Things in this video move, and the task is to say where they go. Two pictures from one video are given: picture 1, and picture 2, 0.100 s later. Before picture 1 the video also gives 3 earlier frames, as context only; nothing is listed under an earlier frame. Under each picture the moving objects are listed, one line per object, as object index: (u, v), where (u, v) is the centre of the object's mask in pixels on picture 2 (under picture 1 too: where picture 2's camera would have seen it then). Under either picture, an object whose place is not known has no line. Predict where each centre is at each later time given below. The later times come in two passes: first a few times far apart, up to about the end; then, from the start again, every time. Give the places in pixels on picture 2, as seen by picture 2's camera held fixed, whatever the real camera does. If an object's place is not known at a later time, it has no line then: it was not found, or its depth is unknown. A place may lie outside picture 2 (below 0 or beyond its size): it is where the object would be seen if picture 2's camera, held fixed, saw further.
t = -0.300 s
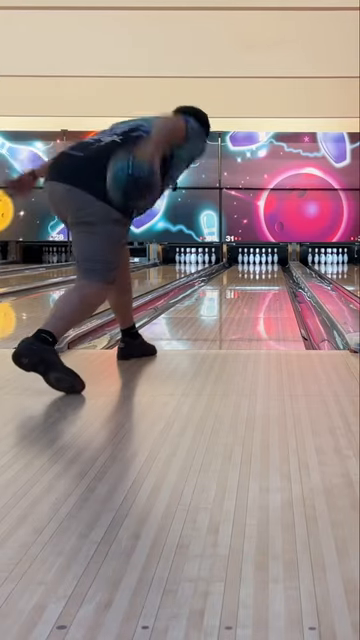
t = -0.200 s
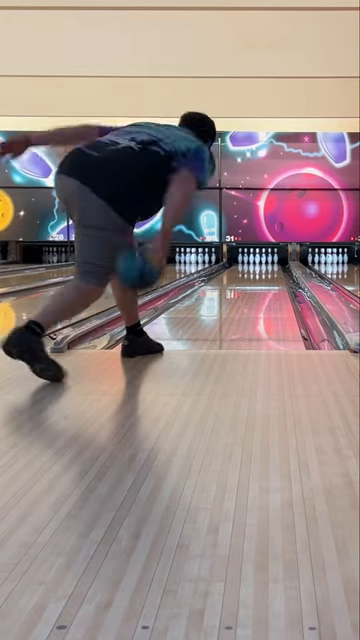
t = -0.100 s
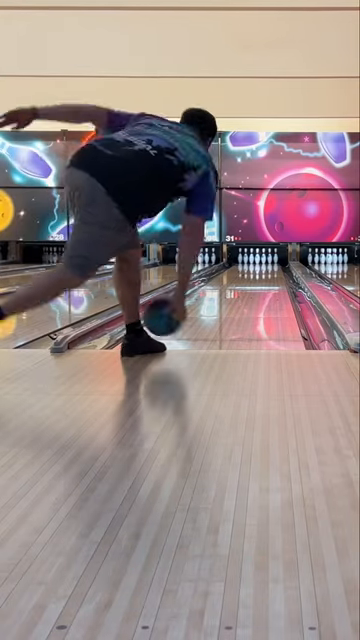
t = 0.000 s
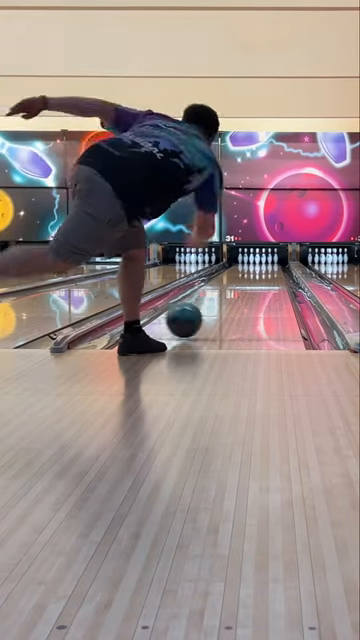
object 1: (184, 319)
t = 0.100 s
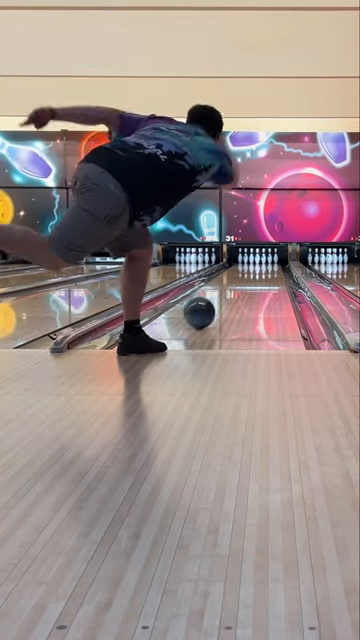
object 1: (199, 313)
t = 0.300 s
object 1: (220, 299)
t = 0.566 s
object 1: (239, 287)
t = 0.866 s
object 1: (251, 279)
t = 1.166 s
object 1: (260, 273)
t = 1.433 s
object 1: (265, 270)
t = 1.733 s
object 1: (269, 266)
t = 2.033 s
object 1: (270, 263)
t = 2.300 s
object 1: (268, 261)
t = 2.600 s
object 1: (261, 260)
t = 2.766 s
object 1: (259, 259)
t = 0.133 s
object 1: (203, 310)
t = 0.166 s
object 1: (207, 308)
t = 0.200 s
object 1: (211, 305)
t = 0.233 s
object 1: (214, 303)
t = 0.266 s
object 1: (218, 301)
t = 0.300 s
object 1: (220, 299)
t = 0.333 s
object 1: (223, 298)
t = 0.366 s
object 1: (226, 296)
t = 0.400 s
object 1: (228, 294)
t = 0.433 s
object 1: (231, 293)
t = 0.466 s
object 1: (233, 292)
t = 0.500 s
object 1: (235, 291)
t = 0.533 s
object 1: (237, 289)
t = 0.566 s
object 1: (239, 287)
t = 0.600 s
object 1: (240, 287)
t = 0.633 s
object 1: (243, 285)
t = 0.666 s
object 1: (244, 285)
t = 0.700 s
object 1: (245, 284)
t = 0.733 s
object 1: (247, 283)
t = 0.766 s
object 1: (248, 281)
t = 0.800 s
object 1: (249, 281)
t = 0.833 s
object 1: (251, 280)
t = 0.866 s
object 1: (251, 279)
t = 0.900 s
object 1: (253, 278)
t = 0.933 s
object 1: (253, 278)
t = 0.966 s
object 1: (255, 277)
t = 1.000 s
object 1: (256, 276)
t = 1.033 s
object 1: (256, 276)
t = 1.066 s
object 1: (257, 275)
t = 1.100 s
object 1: (258, 274)
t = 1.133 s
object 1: (259, 274)
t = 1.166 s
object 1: (260, 273)
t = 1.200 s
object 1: (261, 273)
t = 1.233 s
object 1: (261, 272)
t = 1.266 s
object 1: (261, 272)
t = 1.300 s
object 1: (262, 271)
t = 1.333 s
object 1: (263, 271)
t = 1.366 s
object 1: (264, 271)
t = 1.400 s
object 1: (264, 270)
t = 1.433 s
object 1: (265, 270)
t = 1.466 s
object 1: (266, 269)
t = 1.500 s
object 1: (266, 269)
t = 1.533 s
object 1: (266, 268)
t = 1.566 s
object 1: (267, 268)
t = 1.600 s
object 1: (267, 268)
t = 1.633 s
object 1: (267, 267)
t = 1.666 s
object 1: (268, 267)
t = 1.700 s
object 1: (269, 266)
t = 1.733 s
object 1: (269, 266)
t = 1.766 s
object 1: (269, 265)
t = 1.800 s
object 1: (269, 265)
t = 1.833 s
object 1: (270, 265)
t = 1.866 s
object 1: (270, 264)
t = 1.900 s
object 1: (270, 264)
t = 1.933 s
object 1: (270, 264)
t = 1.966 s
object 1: (271, 264)
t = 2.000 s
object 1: (270, 263)
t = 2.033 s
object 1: (270, 263)
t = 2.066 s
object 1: (270, 263)
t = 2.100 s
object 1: (270, 262)
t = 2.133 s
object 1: (269, 262)
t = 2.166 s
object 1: (269, 262)
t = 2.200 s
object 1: (269, 261)
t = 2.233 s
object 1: (269, 261)
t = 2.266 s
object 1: (269, 261)
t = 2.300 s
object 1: (268, 261)
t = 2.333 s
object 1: (267, 261)
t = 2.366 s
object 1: (267, 260)
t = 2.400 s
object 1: (266, 260)
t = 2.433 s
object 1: (264, 260)
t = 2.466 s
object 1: (264, 260)
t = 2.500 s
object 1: (263, 260)
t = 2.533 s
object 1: (263, 260)
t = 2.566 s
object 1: (262, 260)
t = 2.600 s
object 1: (261, 260)
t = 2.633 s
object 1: (260, 260)
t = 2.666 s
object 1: (260, 259)
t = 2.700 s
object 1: (259, 260)
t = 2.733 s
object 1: (258, 259)
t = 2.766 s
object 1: (259, 259)
